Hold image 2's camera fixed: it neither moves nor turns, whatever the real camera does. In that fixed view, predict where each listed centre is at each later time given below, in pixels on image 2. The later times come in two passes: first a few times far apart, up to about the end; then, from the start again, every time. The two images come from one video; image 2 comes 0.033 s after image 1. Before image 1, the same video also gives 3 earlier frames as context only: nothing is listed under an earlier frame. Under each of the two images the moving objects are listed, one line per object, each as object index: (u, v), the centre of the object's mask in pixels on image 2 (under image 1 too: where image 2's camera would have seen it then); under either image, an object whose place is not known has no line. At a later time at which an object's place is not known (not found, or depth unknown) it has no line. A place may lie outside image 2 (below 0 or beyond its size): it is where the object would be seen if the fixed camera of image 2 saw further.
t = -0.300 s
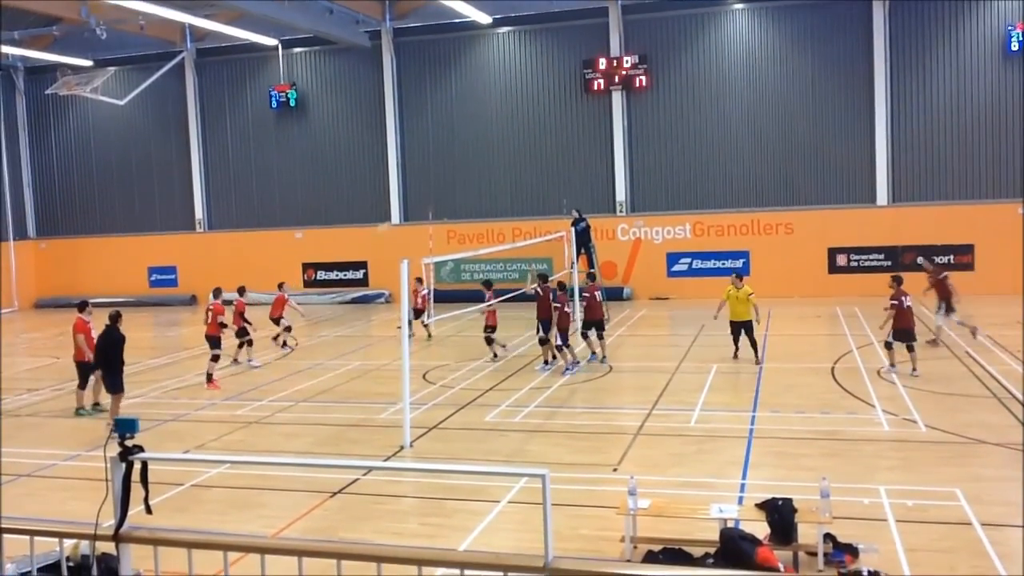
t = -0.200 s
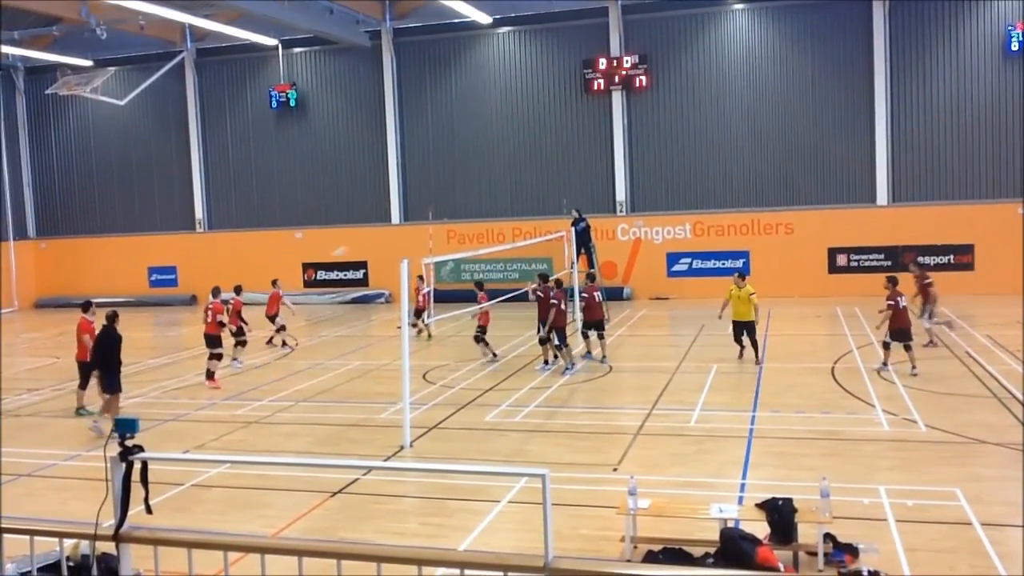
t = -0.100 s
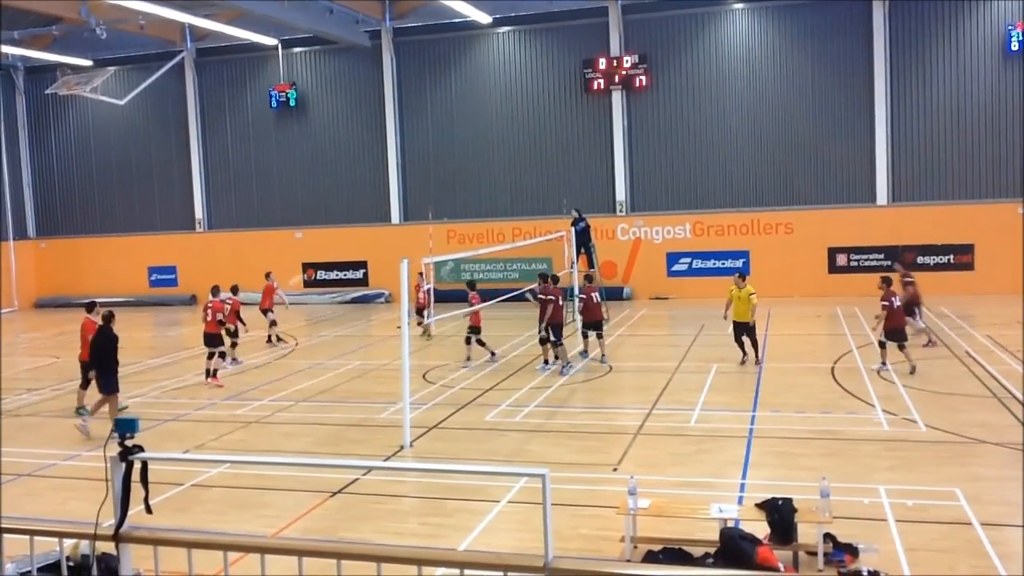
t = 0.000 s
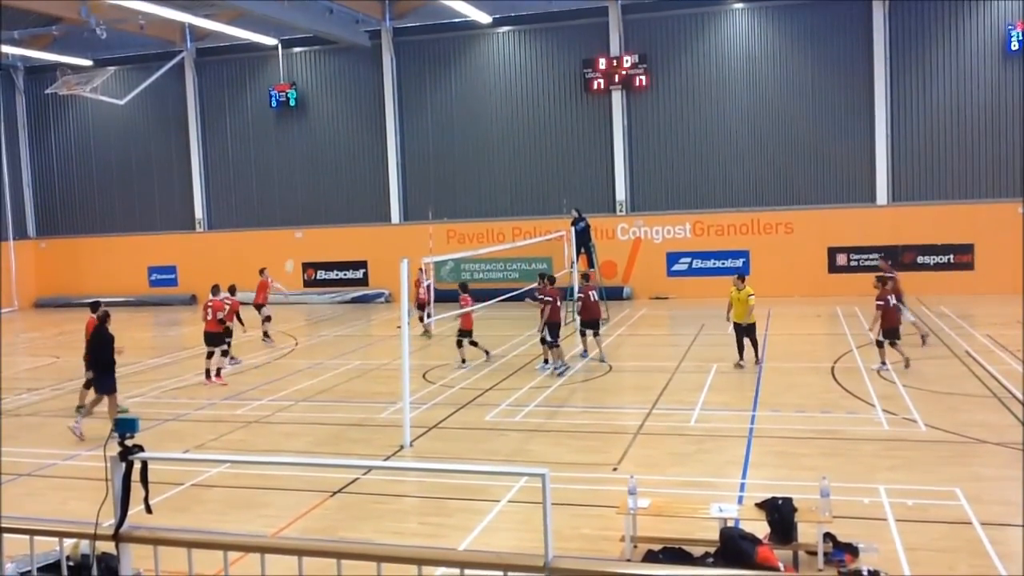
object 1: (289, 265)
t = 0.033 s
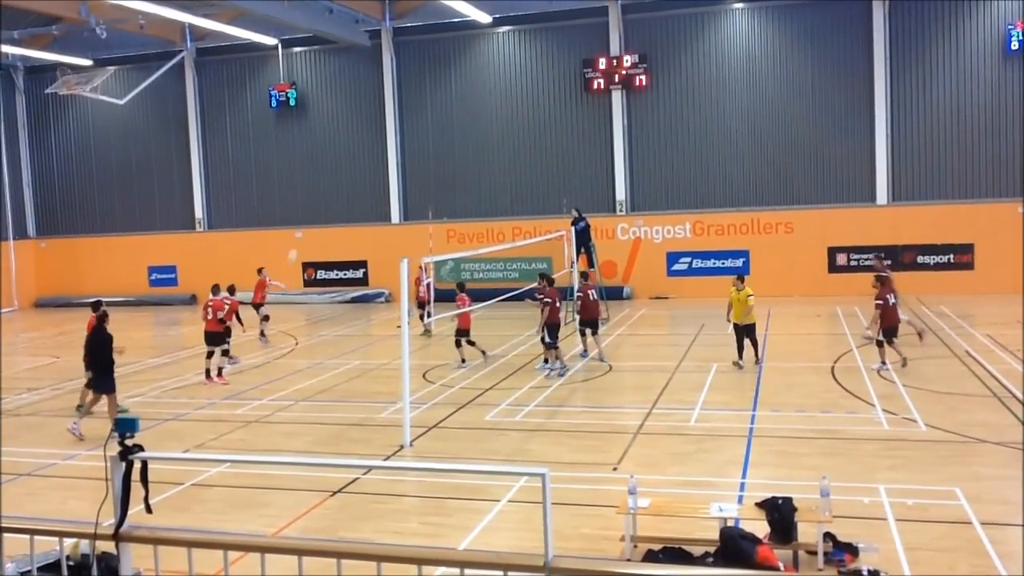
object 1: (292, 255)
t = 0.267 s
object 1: (315, 193)
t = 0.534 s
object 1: (342, 150)
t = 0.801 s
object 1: (373, 136)
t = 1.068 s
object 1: (406, 153)
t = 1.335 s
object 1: (440, 203)
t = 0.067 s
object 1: (295, 245)
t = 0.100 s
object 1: (299, 235)
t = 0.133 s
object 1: (301, 226)
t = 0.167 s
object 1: (305, 217)
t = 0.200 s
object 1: (308, 209)
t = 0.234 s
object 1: (311, 201)
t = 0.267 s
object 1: (315, 193)
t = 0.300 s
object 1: (318, 186)
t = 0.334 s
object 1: (321, 179)
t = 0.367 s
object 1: (325, 173)
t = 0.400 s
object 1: (328, 167)
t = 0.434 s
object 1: (332, 162)
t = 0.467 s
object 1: (335, 158)
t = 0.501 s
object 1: (339, 154)
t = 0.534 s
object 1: (342, 150)
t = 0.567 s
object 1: (346, 146)
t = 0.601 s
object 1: (350, 143)
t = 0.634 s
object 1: (353, 141)
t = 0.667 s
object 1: (358, 139)
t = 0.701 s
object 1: (361, 138)
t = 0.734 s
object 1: (365, 136)
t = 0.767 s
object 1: (369, 136)
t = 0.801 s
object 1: (373, 136)
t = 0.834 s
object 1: (377, 136)
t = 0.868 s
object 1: (380, 137)
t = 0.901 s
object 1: (383, 139)
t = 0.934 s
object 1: (387, 140)
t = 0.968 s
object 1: (393, 143)
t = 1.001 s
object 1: (397, 145)
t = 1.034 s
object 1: (401, 149)
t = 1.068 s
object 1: (406, 153)
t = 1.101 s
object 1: (410, 158)
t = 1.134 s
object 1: (414, 163)
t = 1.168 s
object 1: (418, 168)
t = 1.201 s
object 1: (423, 174)
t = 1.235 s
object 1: (427, 180)
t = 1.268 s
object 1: (431, 187)
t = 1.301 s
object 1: (436, 195)
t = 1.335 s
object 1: (440, 203)
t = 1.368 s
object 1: (445, 211)
